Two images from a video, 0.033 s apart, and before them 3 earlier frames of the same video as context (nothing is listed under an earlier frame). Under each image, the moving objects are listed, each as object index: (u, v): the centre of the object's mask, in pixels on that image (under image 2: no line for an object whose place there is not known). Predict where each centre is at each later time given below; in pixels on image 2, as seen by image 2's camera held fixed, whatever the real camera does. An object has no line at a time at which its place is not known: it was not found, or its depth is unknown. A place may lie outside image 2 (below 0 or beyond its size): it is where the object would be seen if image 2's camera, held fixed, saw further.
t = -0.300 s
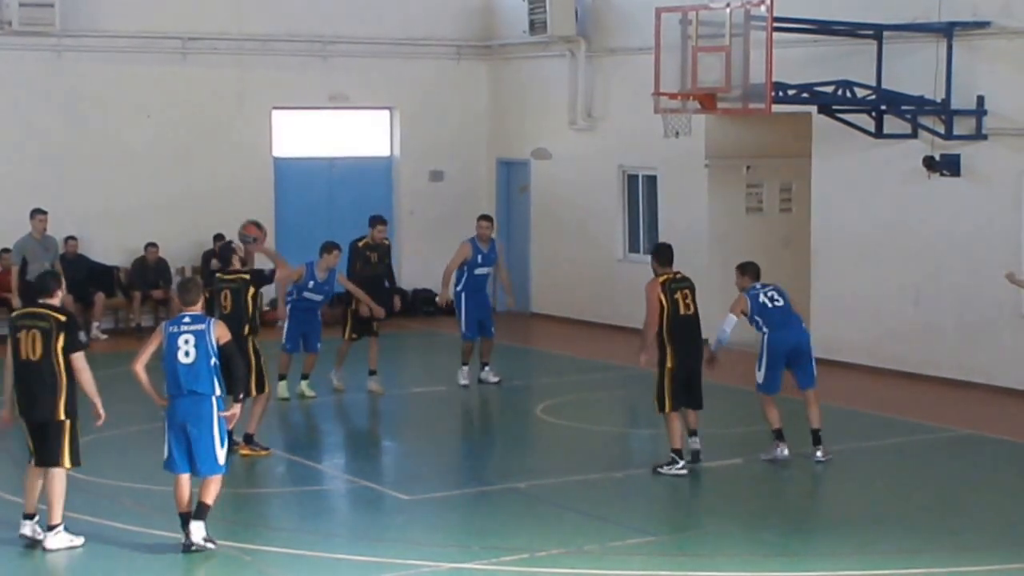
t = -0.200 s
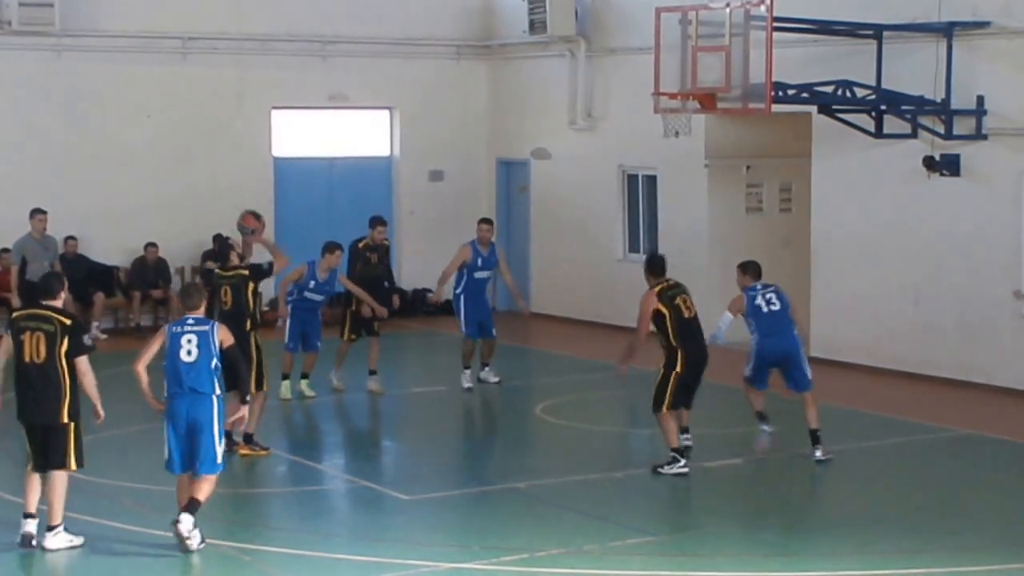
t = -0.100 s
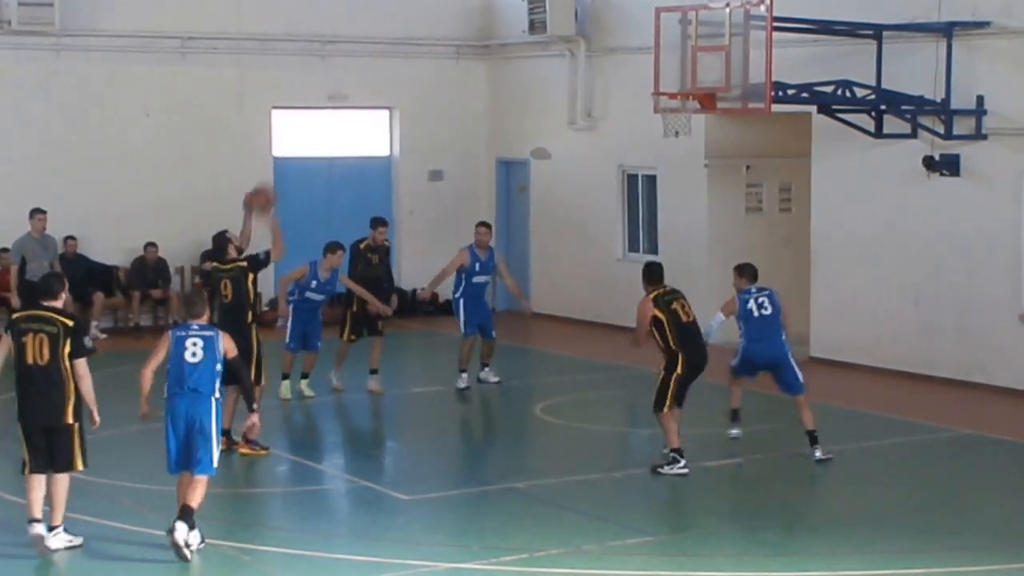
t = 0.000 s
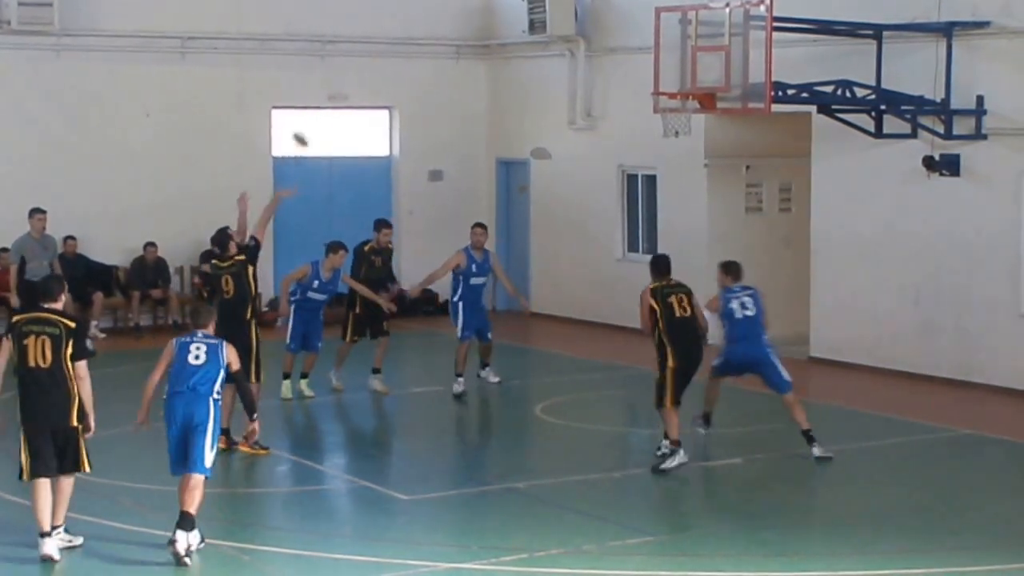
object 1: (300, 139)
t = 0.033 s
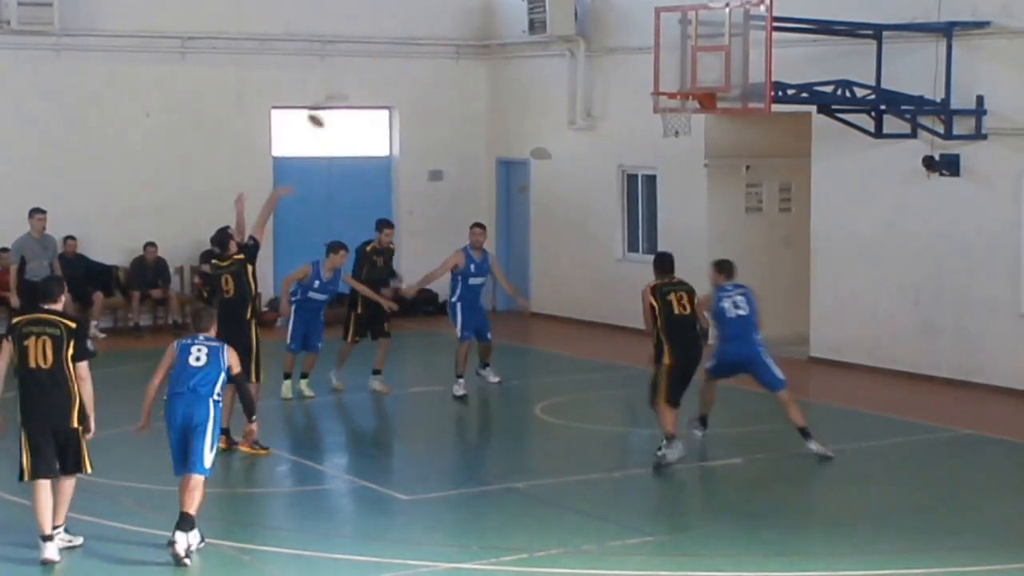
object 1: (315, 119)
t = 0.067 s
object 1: (333, 100)
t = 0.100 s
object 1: (346, 88)
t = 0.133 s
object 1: (362, 73)
